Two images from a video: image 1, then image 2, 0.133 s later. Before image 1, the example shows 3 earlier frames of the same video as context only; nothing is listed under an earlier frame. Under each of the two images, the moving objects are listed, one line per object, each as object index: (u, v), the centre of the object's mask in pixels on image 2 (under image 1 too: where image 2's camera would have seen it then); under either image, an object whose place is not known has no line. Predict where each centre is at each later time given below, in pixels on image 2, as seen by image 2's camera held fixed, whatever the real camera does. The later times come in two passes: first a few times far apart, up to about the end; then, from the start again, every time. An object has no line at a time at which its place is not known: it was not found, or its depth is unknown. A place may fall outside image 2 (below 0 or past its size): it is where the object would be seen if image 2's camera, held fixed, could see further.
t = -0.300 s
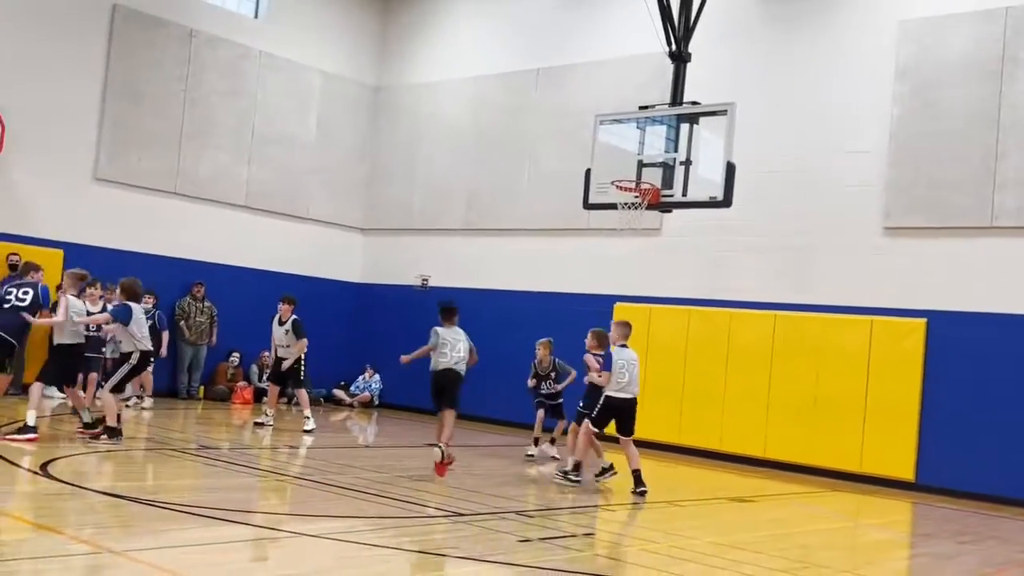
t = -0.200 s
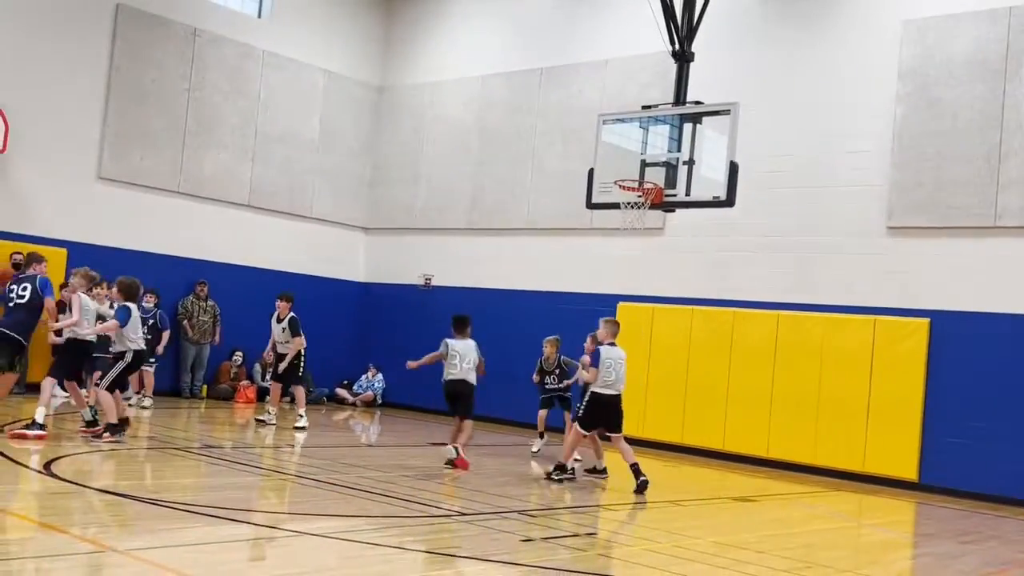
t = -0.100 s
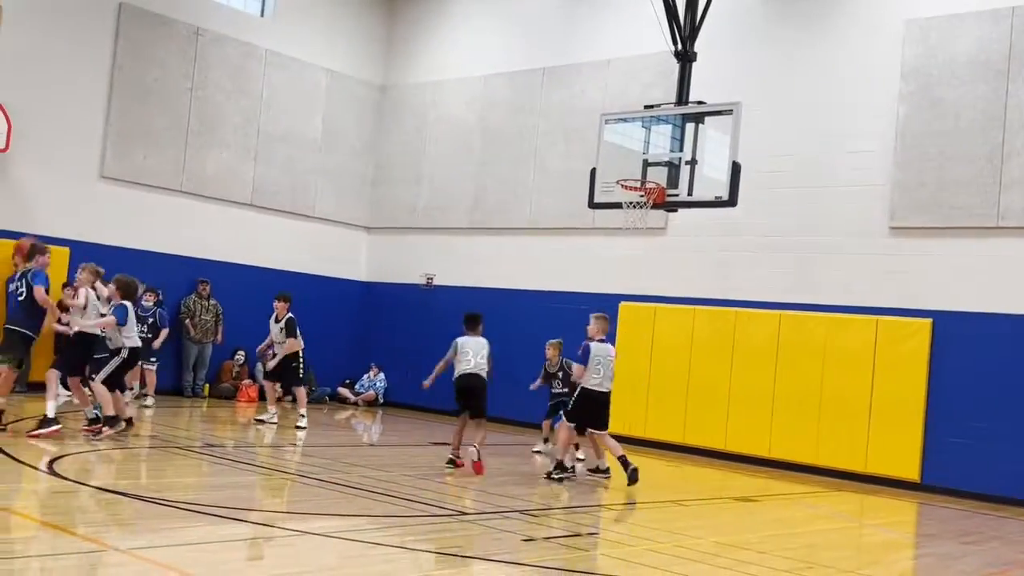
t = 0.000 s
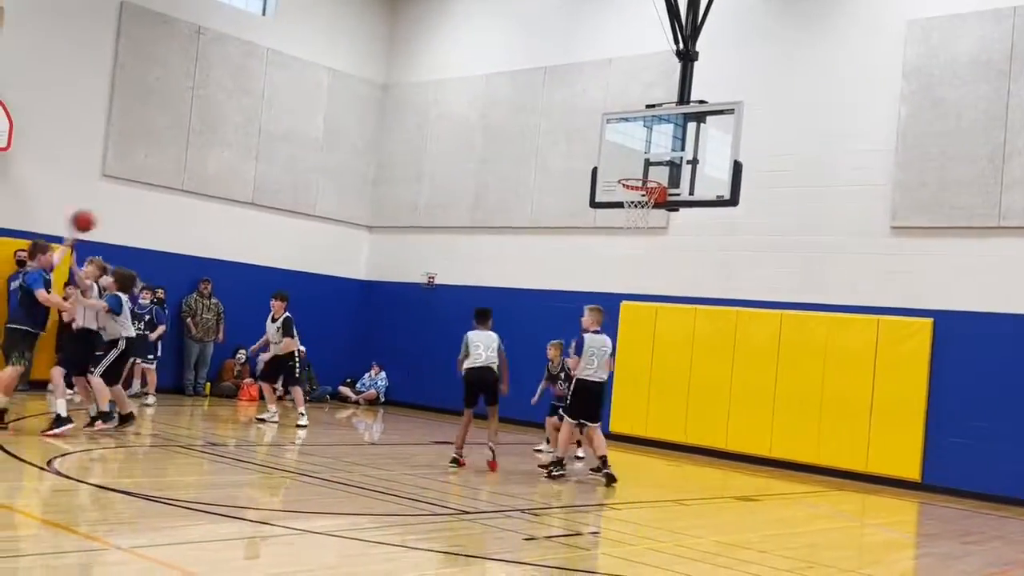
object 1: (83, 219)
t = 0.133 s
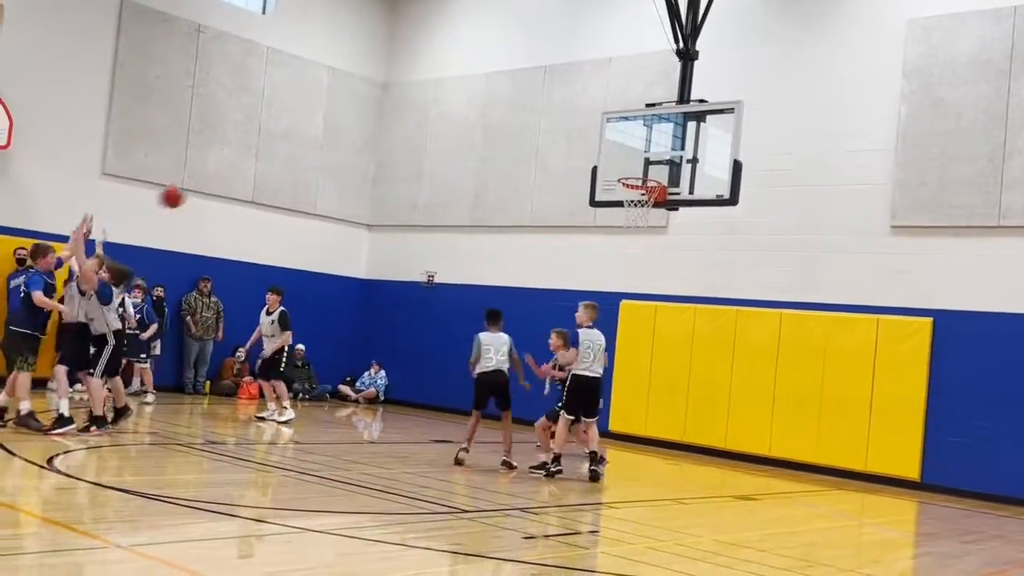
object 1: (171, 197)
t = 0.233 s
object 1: (235, 191)
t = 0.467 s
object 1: (368, 218)
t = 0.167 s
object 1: (193, 194)
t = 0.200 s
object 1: (215, 192)
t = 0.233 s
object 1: (235, 191)
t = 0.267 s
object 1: (255, 192)
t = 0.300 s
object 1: (275, 194)
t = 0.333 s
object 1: (294, 197)
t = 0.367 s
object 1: (313, 200)
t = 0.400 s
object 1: (331, 205)
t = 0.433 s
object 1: (350, 210)
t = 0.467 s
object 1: (368, 218)
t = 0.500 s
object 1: (385, 225)
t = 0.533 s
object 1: (402, 233)
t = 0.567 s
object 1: (419, 243)
